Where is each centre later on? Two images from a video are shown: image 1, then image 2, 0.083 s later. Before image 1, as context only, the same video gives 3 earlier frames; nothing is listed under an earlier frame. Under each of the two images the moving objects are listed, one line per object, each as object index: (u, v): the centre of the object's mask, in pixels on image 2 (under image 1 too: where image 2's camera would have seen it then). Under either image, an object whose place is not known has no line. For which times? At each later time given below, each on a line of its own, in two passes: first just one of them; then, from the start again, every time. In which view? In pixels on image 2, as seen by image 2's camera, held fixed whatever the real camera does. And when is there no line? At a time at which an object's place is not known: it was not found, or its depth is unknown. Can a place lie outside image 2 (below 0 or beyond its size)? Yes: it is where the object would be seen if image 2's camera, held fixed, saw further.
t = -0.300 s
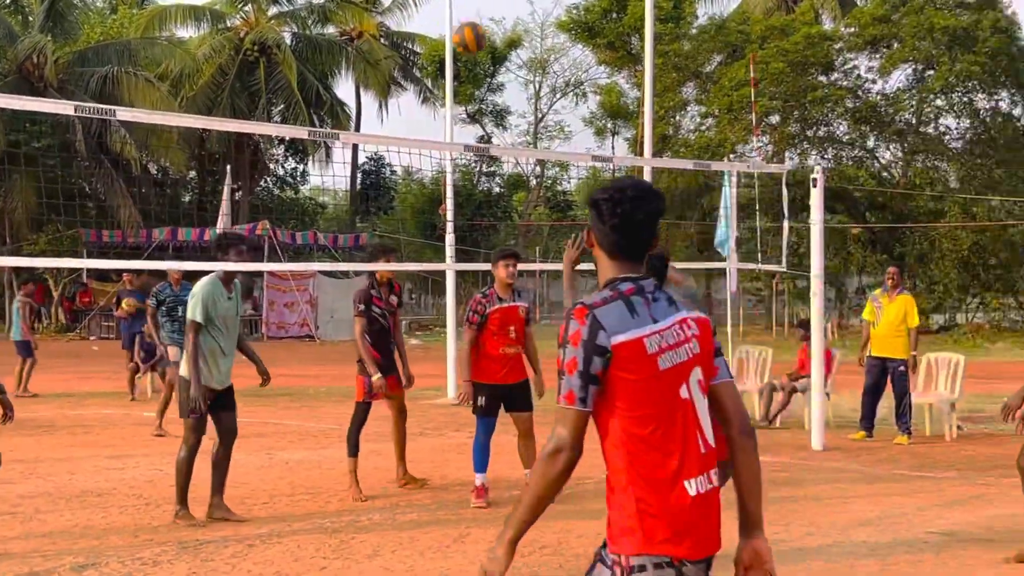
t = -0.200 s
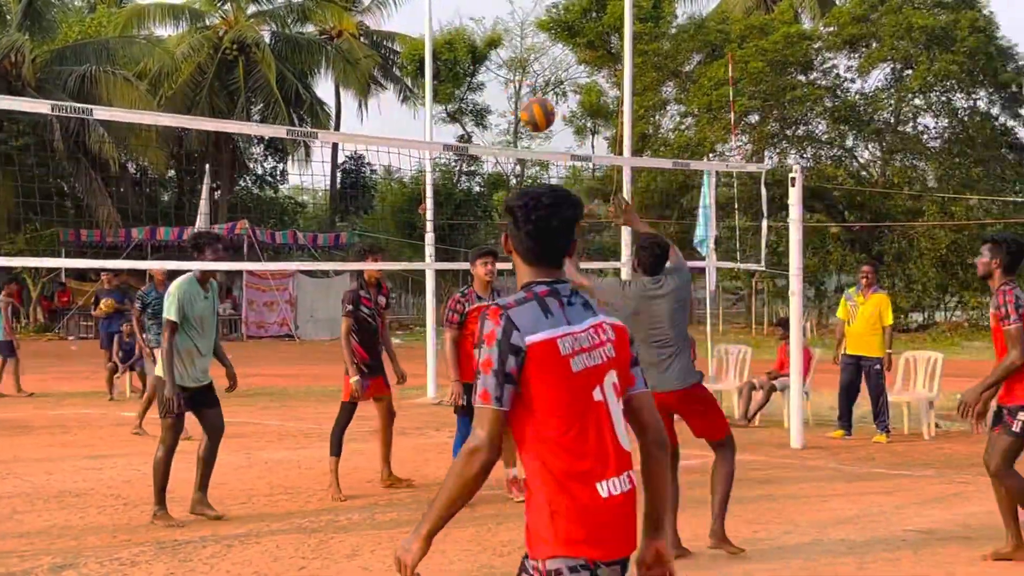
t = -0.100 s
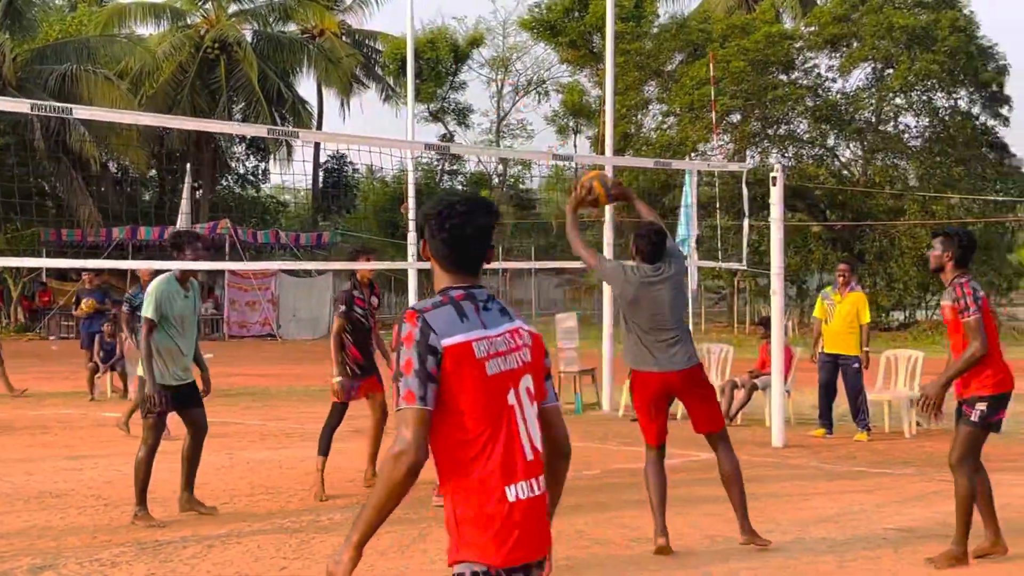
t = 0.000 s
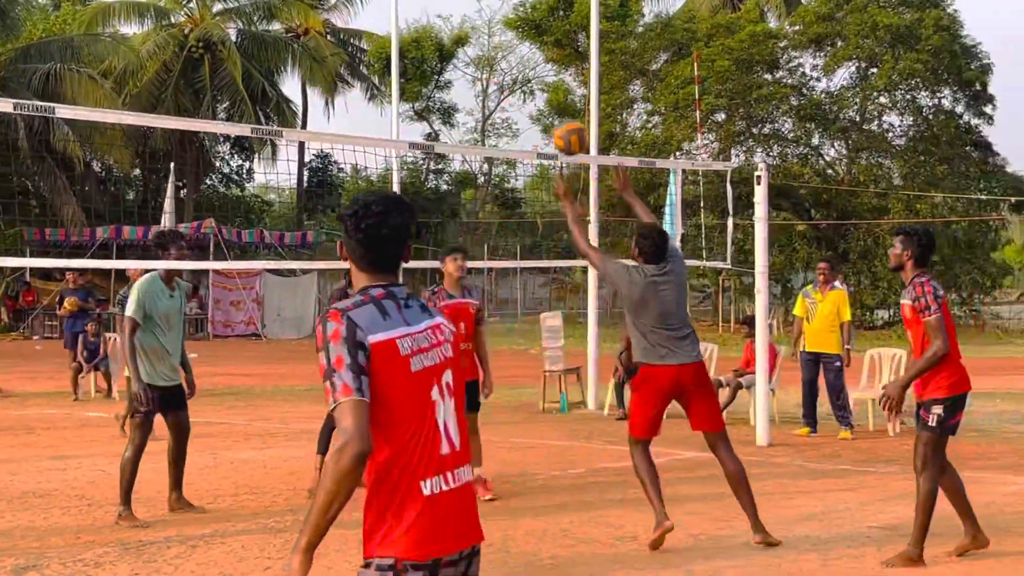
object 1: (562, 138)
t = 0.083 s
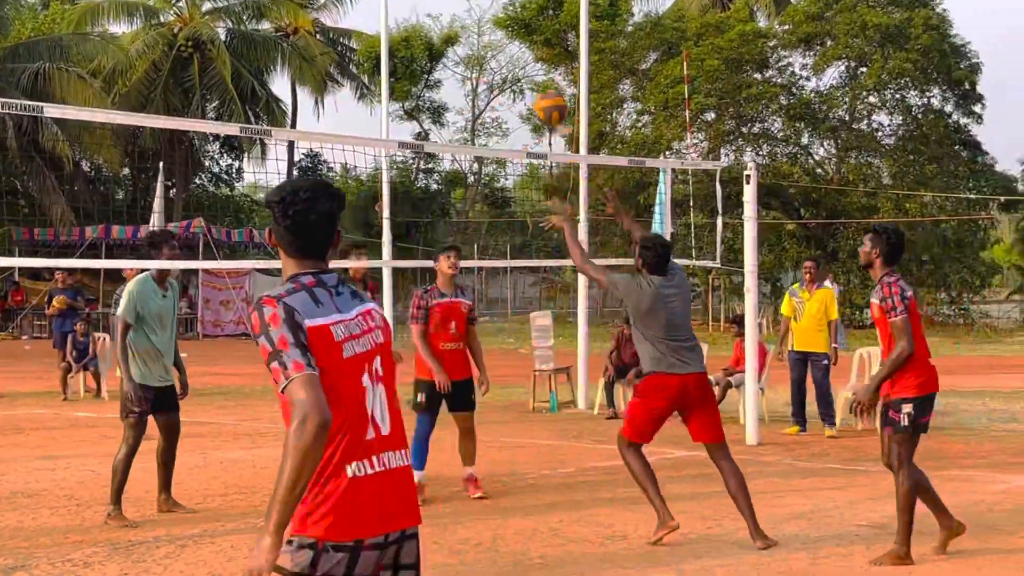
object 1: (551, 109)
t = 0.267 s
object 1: (529, 86)
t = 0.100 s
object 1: (549, 101)
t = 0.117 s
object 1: (548, 101)
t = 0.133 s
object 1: (547, 99)
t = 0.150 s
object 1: (546, 98)
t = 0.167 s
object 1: (544, 97)
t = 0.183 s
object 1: (543, 96)
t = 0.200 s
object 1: (542, 95)
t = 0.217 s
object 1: (536, 87)
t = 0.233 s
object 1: (535, 87)
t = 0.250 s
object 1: (534, 87)
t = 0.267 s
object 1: (529, 86)
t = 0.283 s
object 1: (527, 86)
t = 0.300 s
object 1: (527, 87)
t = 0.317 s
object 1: (525, 89)
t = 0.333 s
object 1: (522, 91)
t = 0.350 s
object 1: (520, 92)
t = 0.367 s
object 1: (519, 95)
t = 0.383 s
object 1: (518, 97)
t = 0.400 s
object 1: (517, 99)
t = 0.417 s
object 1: (513, 108)
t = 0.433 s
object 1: (512, 111)
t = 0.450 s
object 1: (511, 117)
